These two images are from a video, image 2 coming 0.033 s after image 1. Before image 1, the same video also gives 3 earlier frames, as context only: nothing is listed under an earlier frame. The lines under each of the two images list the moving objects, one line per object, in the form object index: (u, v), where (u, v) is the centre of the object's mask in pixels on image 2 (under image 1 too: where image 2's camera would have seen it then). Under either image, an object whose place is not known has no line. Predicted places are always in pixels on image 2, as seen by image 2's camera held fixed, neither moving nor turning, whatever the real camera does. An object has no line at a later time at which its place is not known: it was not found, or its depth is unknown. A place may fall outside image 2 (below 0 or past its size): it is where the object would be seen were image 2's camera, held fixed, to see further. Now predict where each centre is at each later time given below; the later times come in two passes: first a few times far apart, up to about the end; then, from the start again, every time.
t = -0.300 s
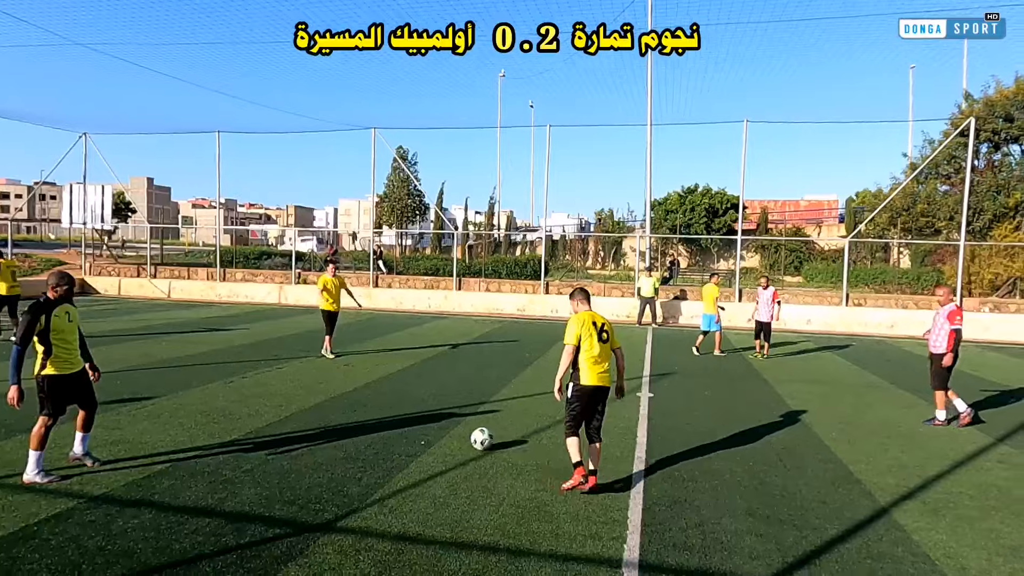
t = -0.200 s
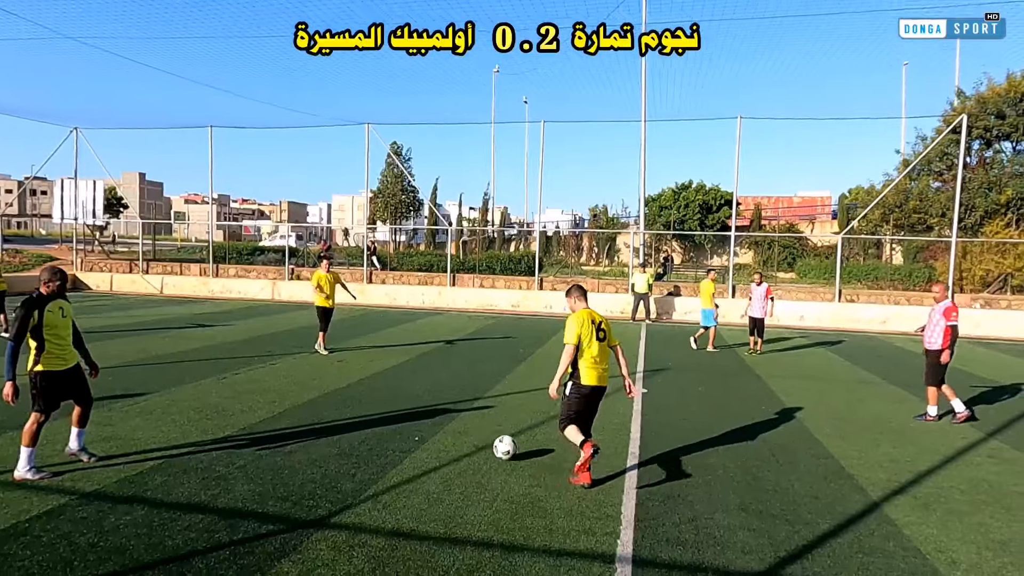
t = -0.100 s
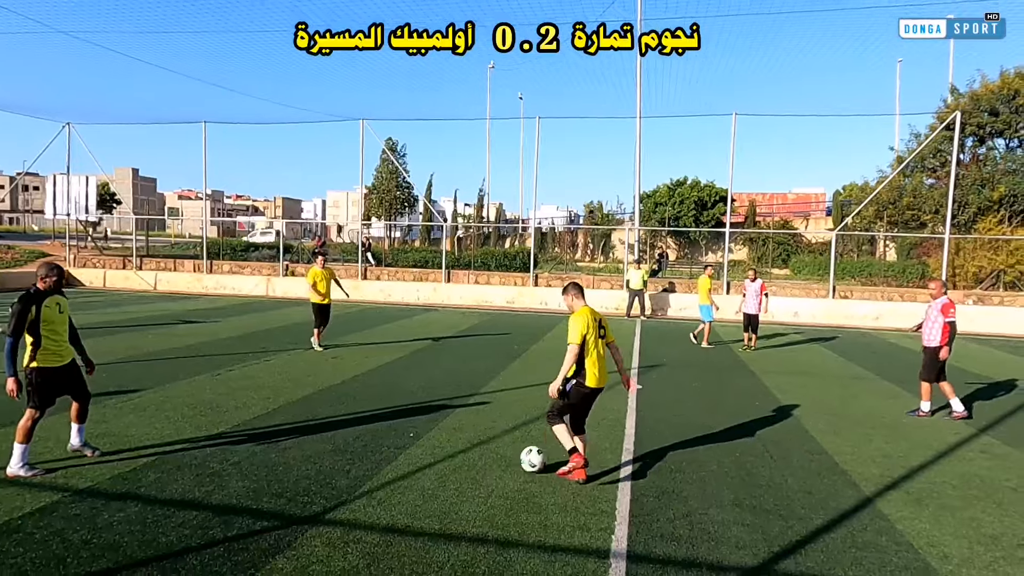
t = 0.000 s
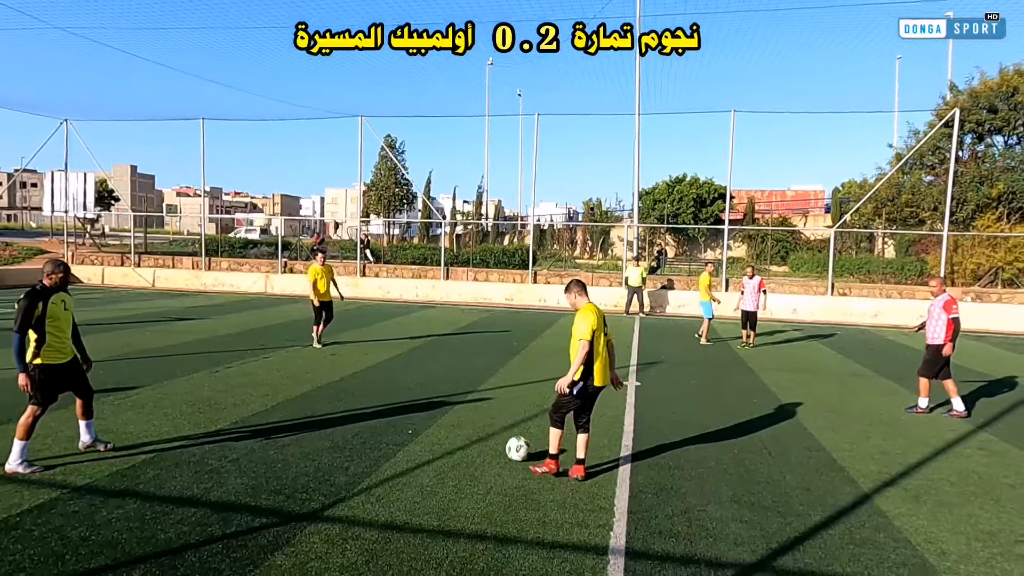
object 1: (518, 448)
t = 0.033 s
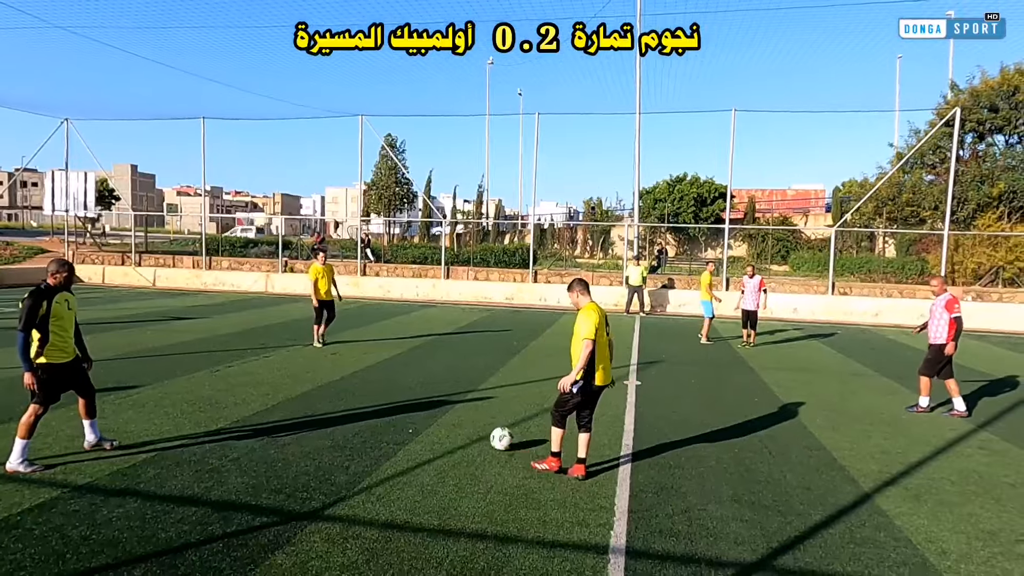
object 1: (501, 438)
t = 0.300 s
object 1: (418, 388)
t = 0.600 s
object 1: (372, 360)
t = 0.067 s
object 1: (487, 430)
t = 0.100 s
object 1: (474, 423)
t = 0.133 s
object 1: (462, 416)
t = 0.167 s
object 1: (451, 409)
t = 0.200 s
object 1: (442, 403)
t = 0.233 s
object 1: (433, 398)
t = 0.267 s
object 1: (425, 392)
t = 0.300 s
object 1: (418, 388)
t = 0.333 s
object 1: (410, 384)
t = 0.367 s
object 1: (403, 382)
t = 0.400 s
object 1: (398, 378)
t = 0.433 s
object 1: (393, 374)
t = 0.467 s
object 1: (389, 370)
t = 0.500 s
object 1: (384, 368)
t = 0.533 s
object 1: (379, 367)
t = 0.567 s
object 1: (375, 364)
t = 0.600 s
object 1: (372, 360)
